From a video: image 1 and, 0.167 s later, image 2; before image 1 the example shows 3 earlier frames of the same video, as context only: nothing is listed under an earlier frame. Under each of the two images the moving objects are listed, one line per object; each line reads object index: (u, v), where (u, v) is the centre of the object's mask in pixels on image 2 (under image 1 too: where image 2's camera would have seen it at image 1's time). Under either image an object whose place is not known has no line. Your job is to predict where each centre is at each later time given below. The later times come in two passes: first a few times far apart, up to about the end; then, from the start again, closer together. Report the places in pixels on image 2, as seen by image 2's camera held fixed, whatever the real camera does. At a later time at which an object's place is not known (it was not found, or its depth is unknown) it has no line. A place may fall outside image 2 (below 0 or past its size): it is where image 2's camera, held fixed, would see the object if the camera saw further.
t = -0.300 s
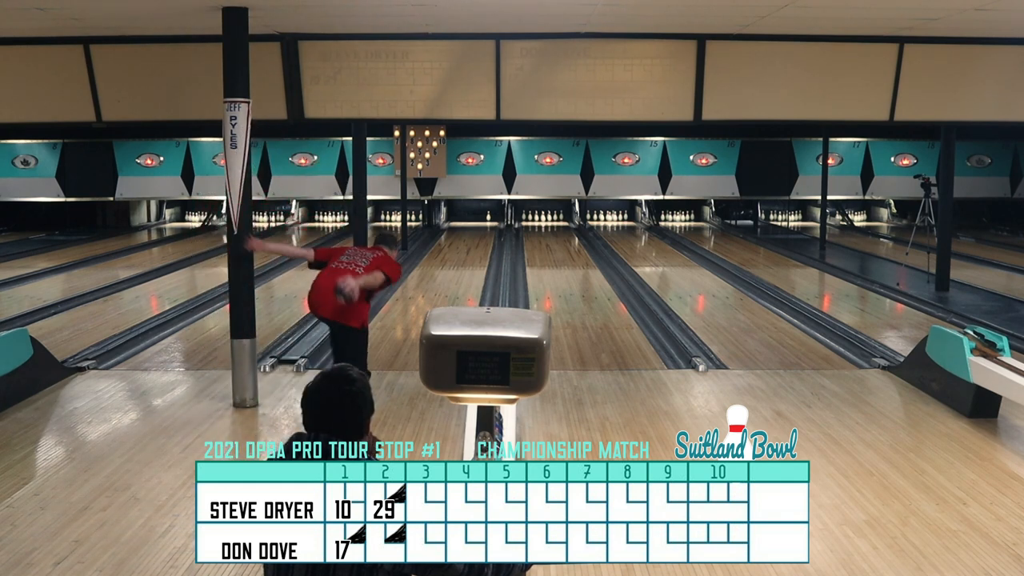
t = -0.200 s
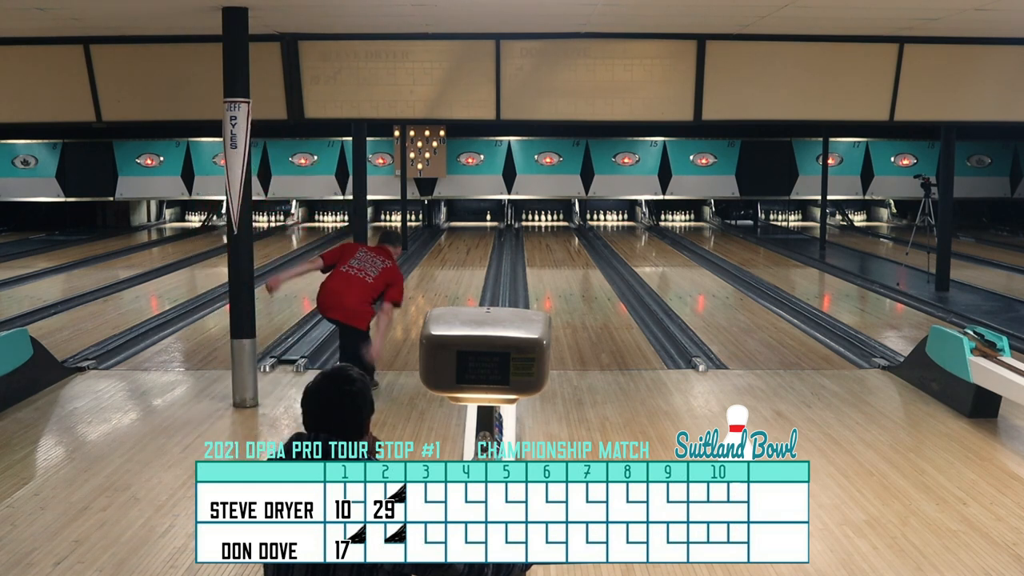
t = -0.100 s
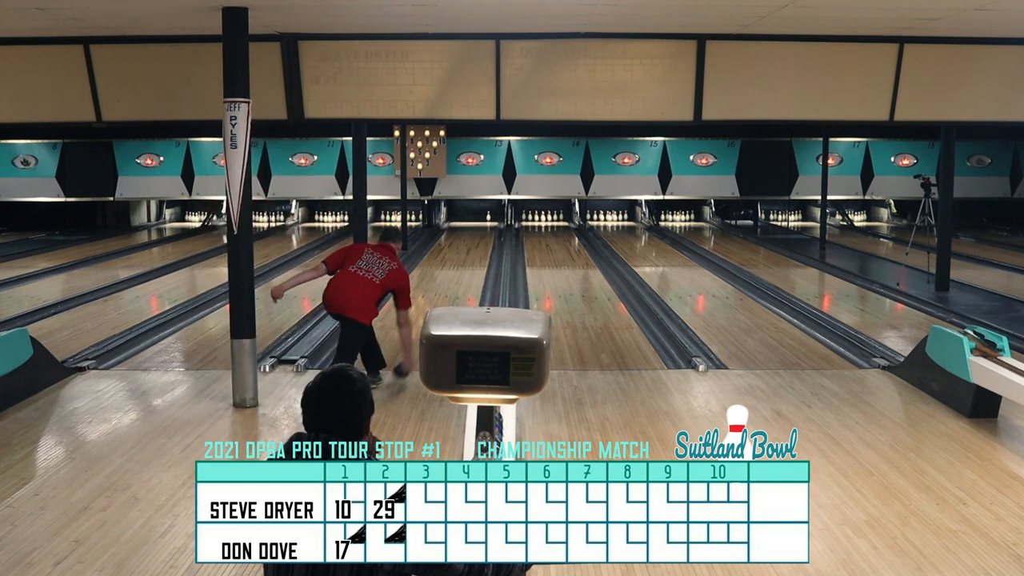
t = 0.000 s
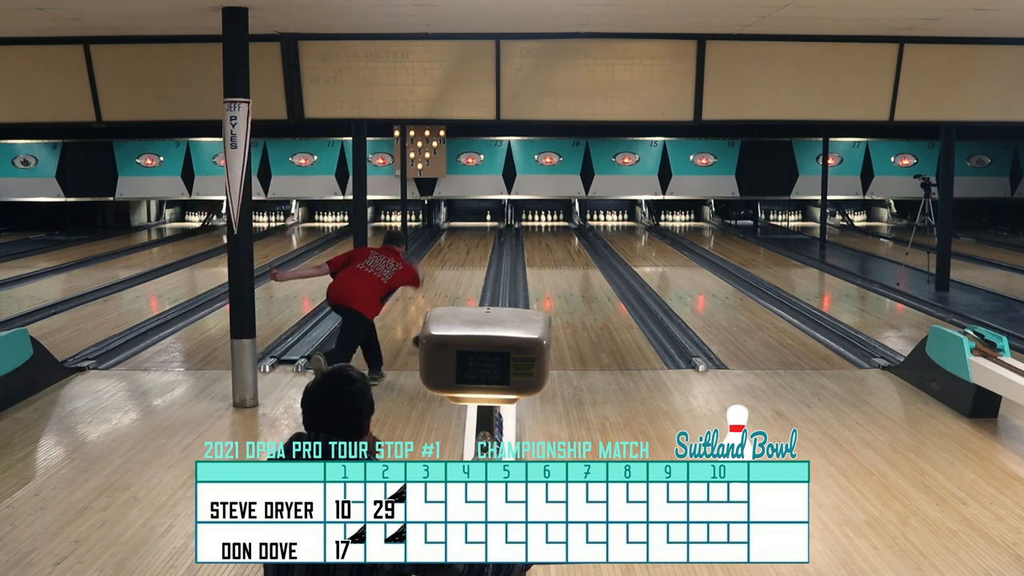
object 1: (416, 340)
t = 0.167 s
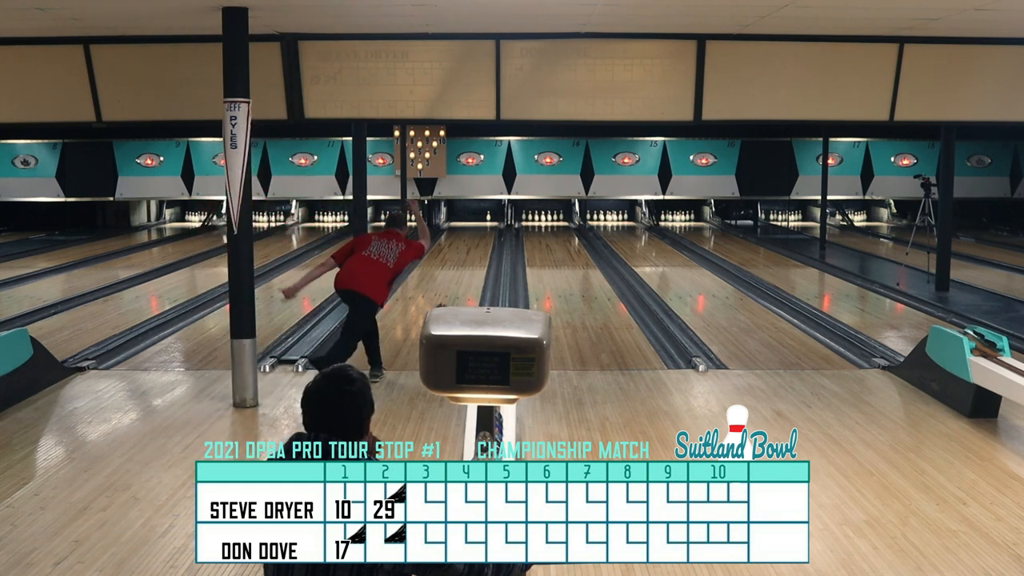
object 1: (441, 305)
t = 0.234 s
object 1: (448, 298)
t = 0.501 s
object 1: (466, 266)
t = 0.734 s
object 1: (477, 249)
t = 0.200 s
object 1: (445, 301)
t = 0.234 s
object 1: (448, 298)
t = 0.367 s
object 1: (459, 280)
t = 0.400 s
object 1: (461, 277)
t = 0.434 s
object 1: (462, 272)
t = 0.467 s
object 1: (464, 270)
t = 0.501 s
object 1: (466, 266)
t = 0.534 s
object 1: (468, 264)
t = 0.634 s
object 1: (473, 256)
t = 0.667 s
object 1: (474, 254)
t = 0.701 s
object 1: (476, 251)
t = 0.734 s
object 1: (477, 249)
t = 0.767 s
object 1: (478, 247)
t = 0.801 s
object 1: (479, 245)
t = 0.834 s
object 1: (480, 243)
